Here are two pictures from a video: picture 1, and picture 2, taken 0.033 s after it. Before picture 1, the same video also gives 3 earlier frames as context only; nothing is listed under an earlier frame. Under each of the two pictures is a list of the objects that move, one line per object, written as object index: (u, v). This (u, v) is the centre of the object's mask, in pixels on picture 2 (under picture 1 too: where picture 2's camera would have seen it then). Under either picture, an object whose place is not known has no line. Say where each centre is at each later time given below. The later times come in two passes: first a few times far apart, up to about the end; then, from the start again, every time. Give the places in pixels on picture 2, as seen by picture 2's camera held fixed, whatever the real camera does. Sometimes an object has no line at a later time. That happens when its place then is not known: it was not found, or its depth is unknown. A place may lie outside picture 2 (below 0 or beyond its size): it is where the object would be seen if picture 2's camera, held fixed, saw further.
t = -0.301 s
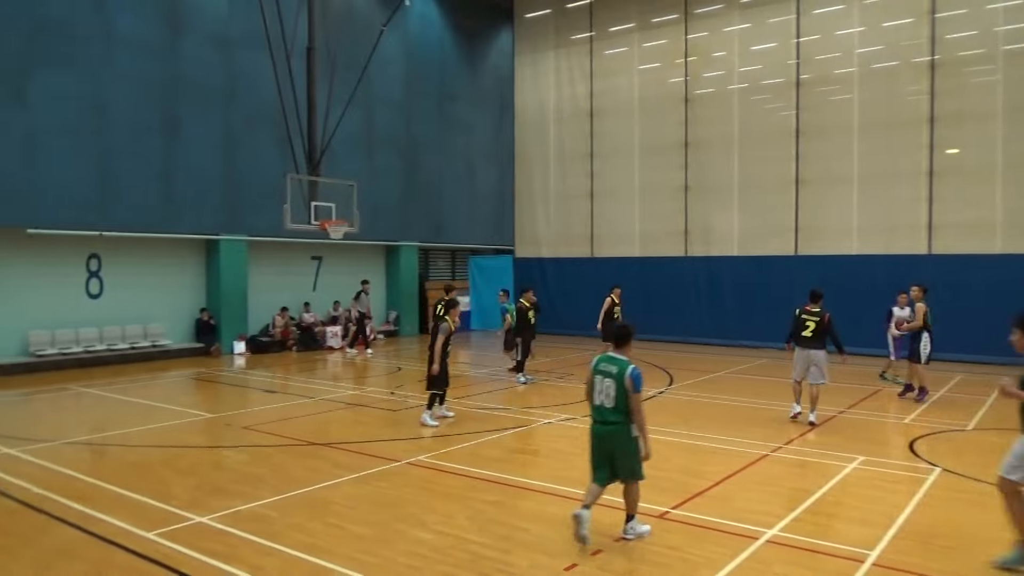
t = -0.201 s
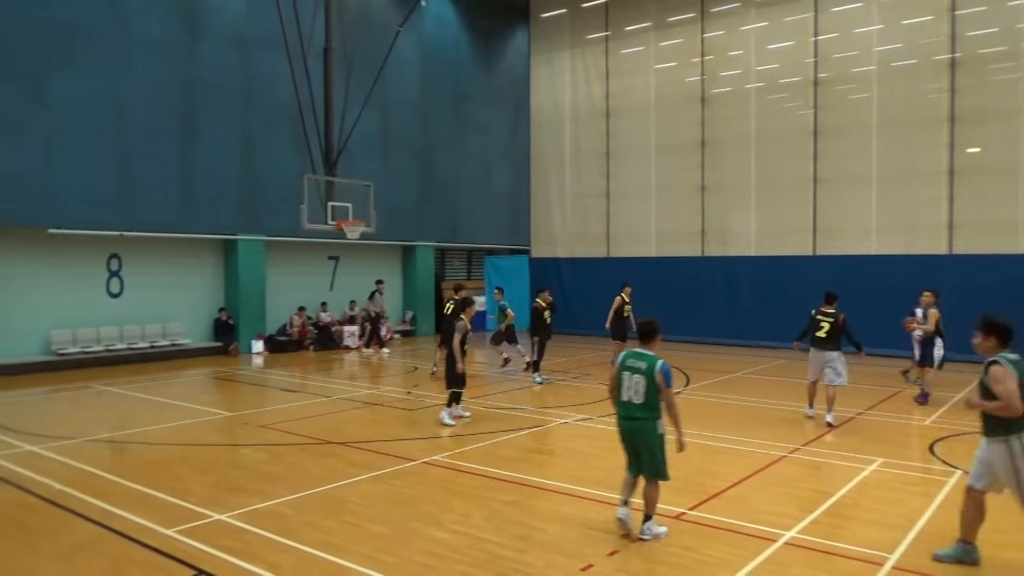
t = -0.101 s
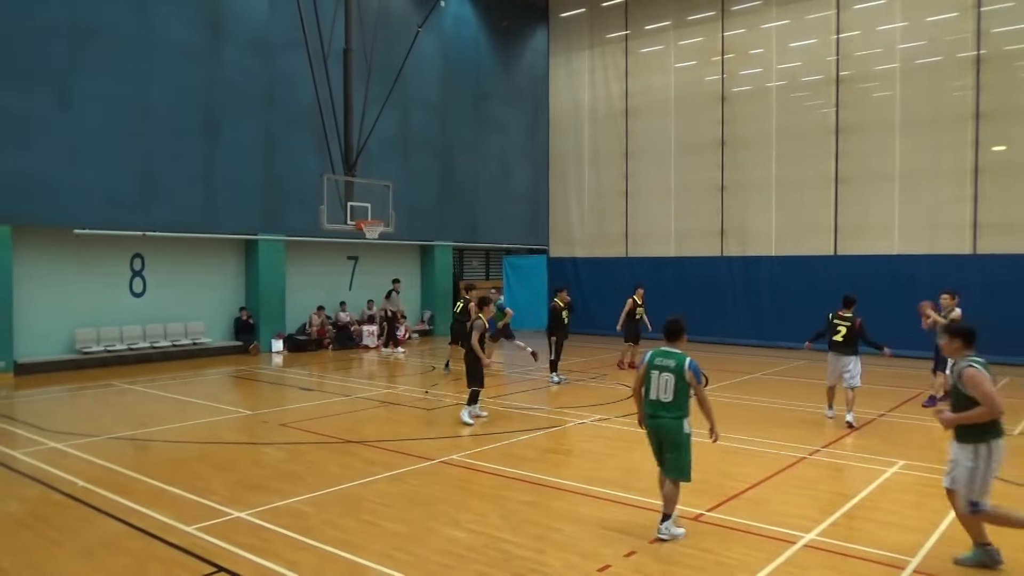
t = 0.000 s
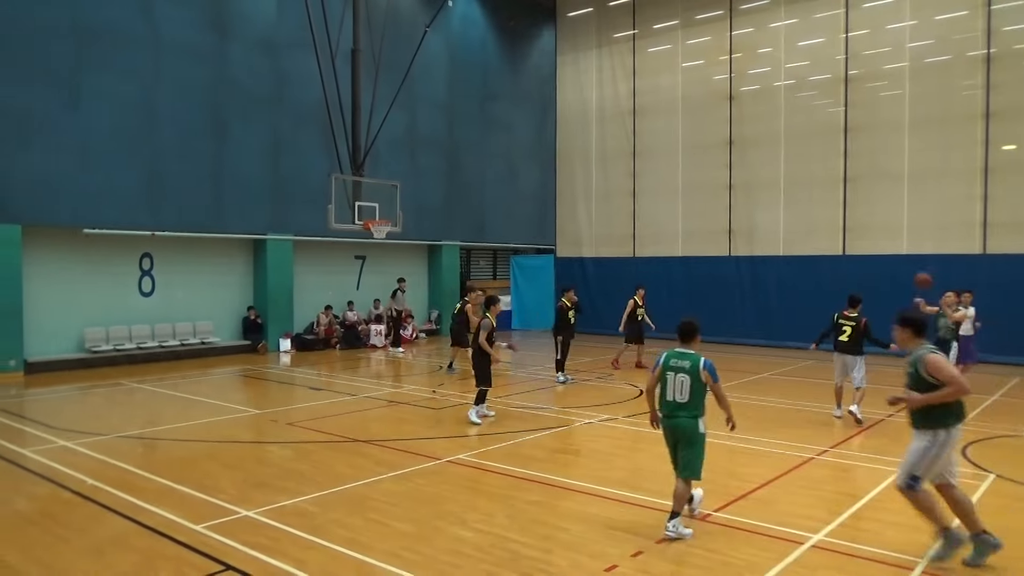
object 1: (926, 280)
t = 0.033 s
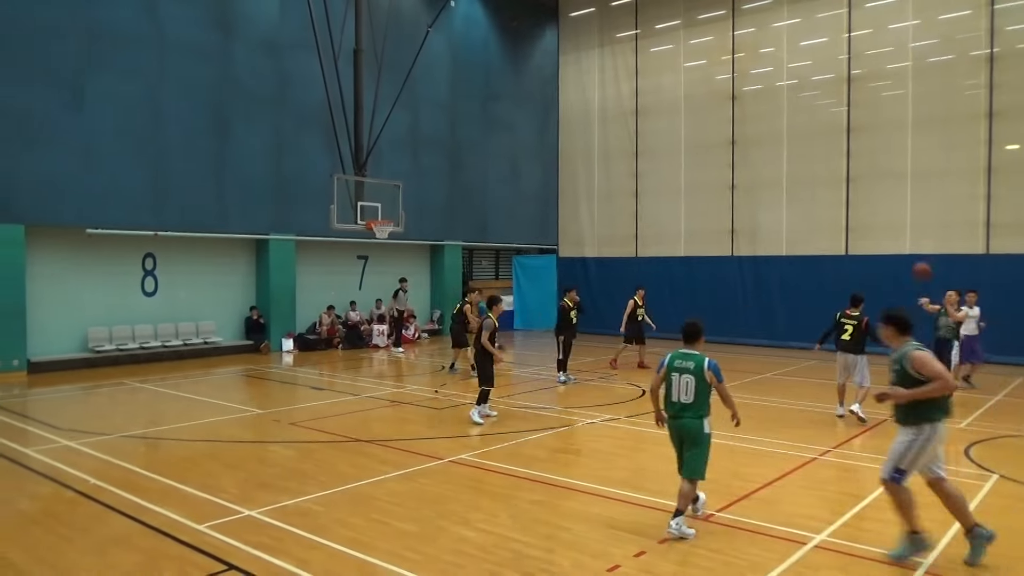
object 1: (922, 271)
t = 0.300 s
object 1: (881, 208)
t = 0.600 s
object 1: (823, 187)
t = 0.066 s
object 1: (917, 262)
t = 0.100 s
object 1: (913, 253)
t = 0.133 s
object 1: (907, 243)
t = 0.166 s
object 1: (902, 235)
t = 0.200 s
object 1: (897, 228)
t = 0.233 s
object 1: (892, 221)
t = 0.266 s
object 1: (887, 214)
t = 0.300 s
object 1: (881, 208)
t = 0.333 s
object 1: (876, 202)
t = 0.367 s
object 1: (870, 198)
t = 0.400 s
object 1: (864, 194)
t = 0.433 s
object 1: (858, 191)
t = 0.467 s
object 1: (851, 188)
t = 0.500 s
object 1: (844, 186)
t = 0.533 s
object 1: (837, 186)
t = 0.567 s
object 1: (830, 186)
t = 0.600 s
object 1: (823, 187)
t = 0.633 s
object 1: (815, 188)
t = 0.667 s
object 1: (807, 192)
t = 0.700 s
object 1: (798, 196)
